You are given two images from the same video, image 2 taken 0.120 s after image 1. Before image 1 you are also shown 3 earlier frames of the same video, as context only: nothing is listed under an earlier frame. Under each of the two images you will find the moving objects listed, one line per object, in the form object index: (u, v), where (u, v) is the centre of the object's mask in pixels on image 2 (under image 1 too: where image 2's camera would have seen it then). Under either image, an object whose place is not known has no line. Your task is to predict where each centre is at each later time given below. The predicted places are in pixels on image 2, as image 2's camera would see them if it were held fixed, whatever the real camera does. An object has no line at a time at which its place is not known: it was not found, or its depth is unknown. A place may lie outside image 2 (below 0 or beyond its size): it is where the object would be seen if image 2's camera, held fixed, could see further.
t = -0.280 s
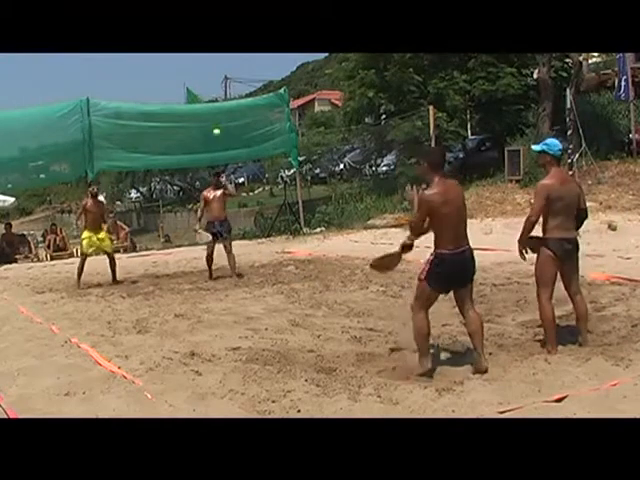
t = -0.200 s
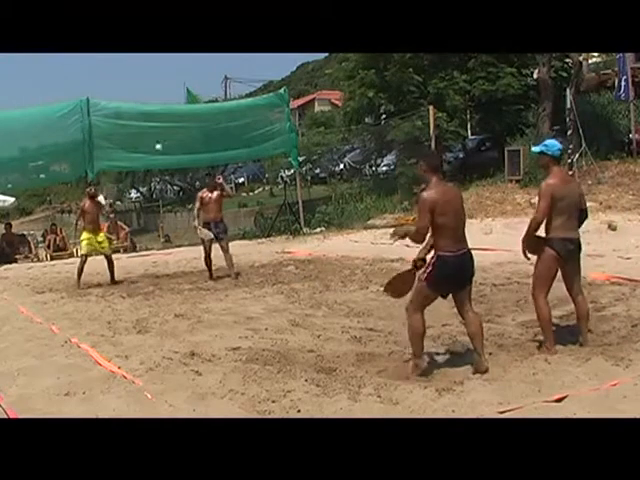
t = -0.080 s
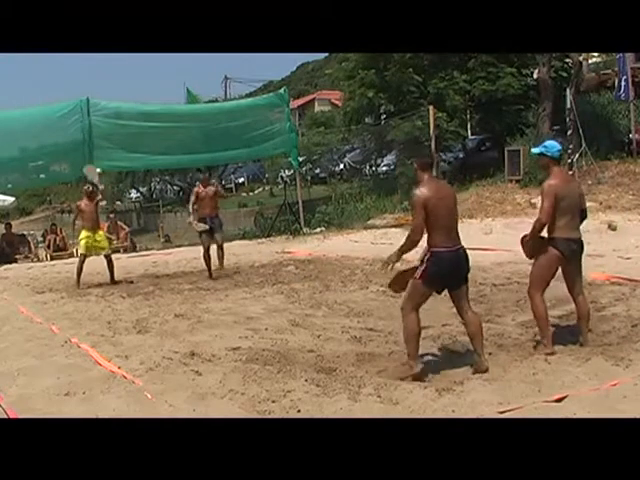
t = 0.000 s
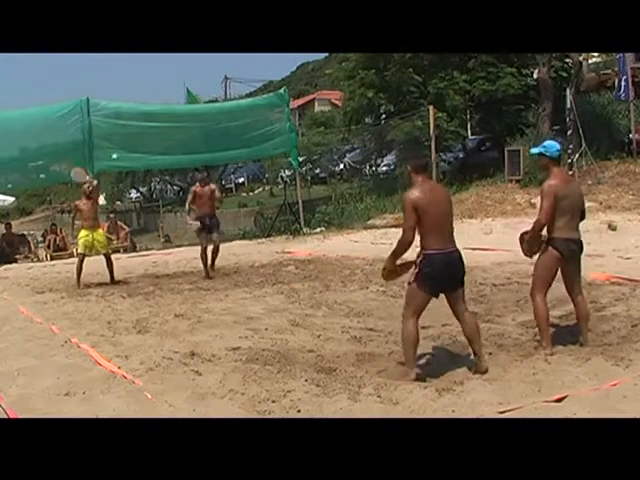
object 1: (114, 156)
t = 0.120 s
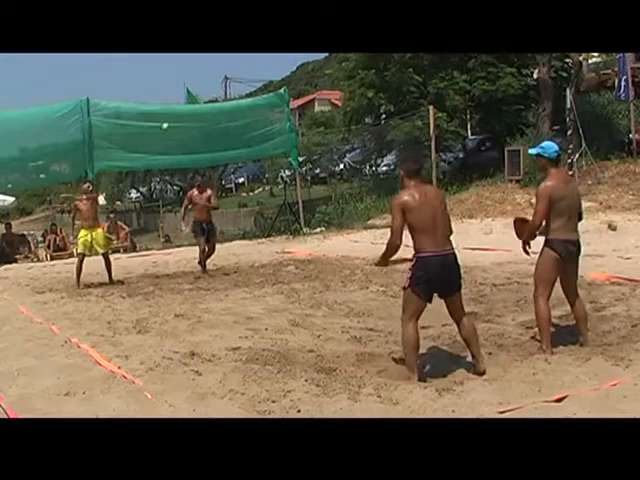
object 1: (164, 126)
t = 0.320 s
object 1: (272, 91)
